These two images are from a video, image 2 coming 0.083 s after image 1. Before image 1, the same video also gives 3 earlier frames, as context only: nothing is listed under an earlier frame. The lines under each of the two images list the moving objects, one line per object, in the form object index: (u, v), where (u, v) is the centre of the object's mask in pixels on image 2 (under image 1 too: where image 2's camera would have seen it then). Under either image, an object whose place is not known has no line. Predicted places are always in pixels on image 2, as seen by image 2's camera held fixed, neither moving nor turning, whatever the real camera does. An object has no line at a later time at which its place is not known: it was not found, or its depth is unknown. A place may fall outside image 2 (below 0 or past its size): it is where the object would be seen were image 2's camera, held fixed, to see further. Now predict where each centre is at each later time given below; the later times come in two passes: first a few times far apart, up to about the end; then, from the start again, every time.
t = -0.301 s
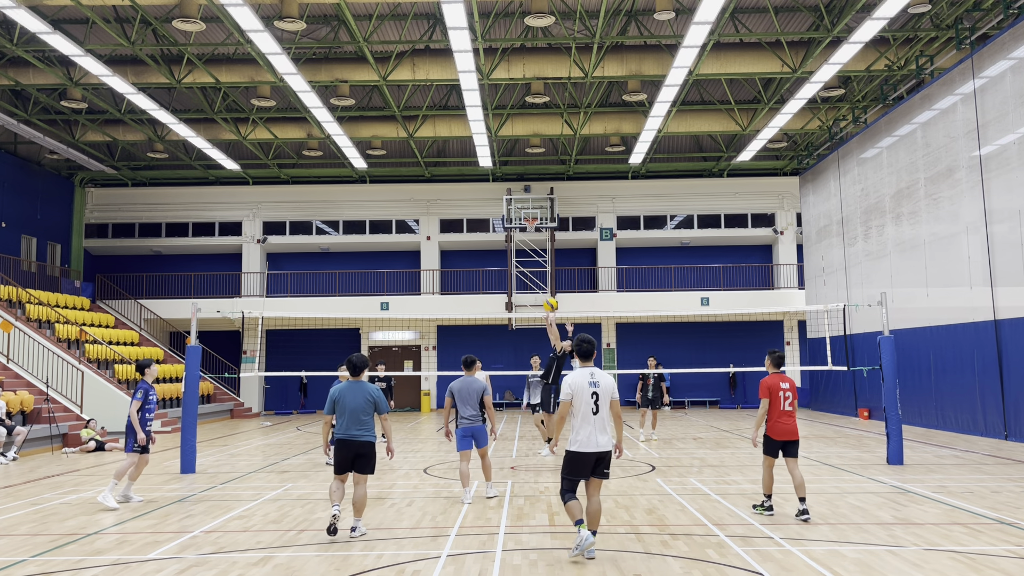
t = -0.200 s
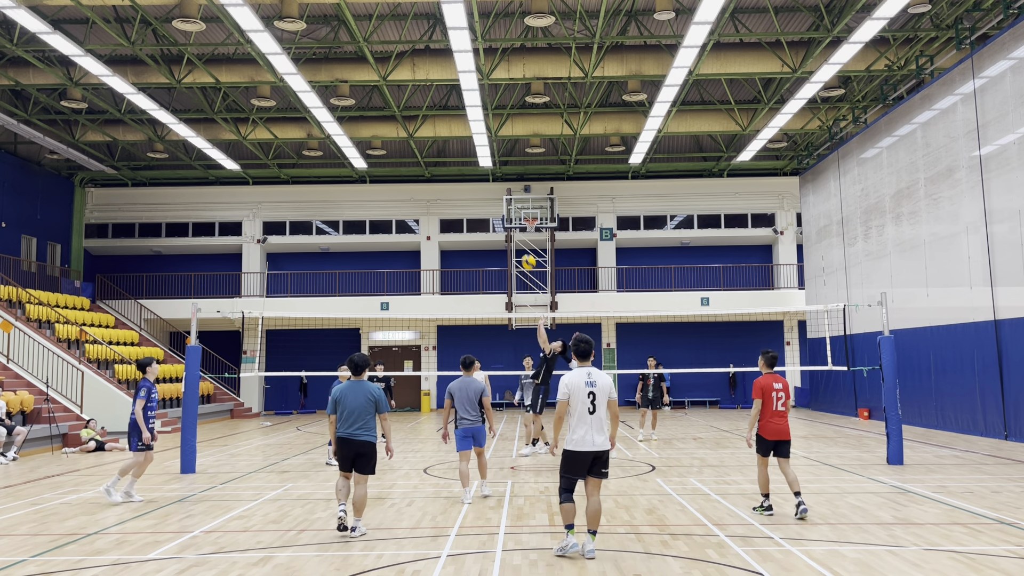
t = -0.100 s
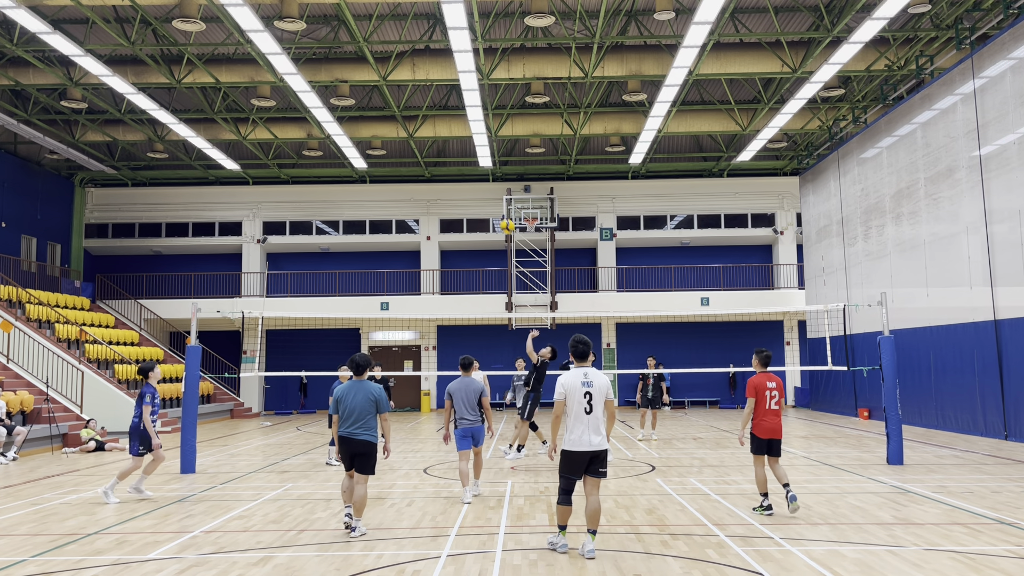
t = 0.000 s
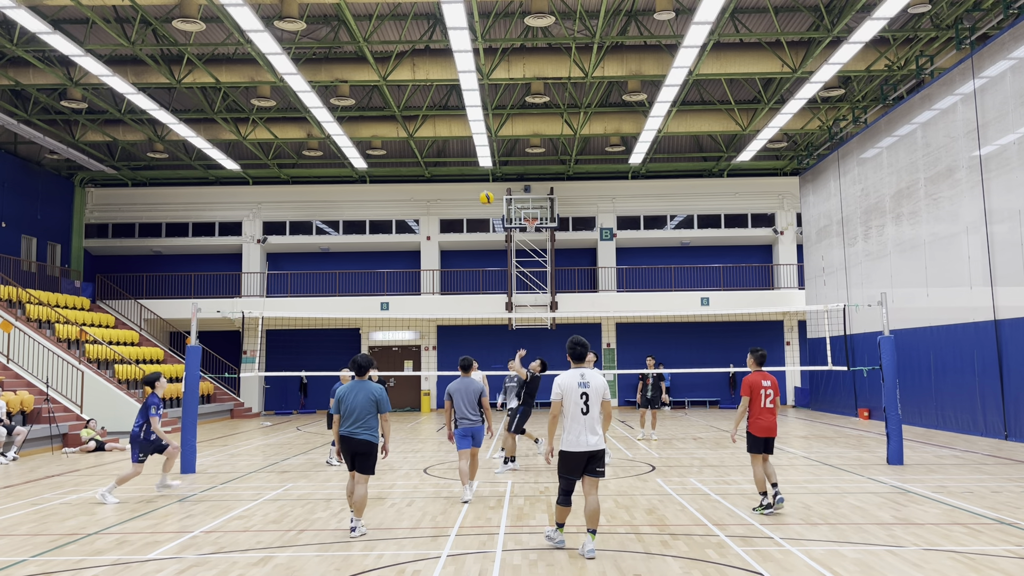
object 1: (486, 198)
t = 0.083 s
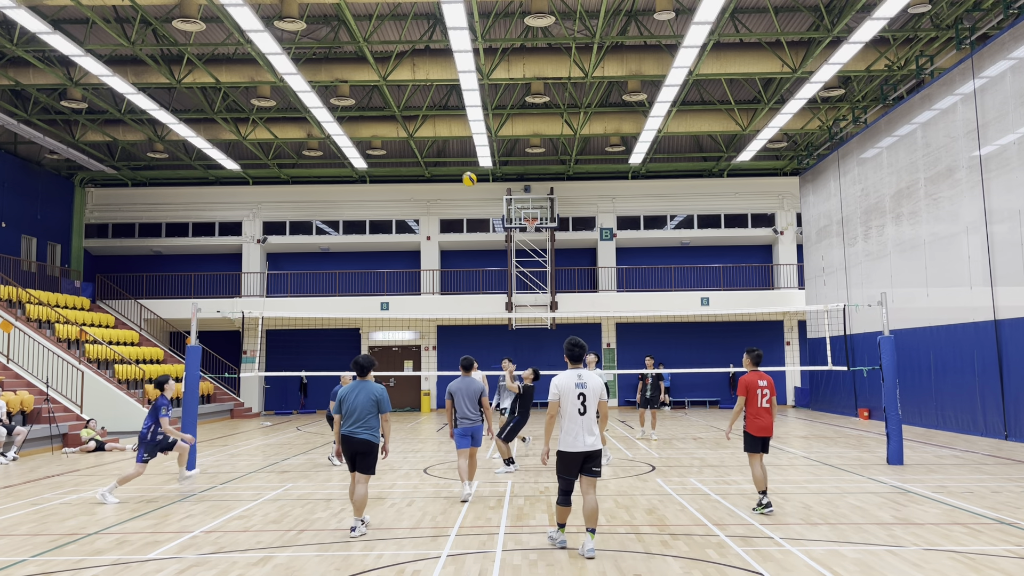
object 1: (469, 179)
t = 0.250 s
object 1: (436, 155)
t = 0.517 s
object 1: (384, 153)
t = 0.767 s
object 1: (338, 190)
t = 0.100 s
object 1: (466, 176)
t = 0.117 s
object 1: (462, 173)
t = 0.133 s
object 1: (459, 170)
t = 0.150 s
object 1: (456, 167)
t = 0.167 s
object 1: (453, 165)
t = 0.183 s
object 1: (449, 163)
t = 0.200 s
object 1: (446, 161)
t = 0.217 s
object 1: (442, 159)
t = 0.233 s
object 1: (439, 157)
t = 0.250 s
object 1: (436, 155)
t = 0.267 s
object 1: (433, 154)
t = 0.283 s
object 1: (429, 153)
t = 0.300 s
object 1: (426, 152)
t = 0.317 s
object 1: (423, 151)
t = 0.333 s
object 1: (420, 150)
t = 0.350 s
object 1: (417, 149)
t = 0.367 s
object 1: (413, 149)
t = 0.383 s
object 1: (410, 148)
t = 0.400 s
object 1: (407, 148)
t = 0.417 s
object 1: (404, 149)
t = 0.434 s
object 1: (400, 149)
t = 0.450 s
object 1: (397, 149)
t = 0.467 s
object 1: (394, 150)
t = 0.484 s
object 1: (391, 151)
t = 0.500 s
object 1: (388, 152)
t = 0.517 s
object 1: (384, 153)
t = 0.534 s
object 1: (381, 154)
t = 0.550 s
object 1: (378, 156)
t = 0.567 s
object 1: (375, 157)
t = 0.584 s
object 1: (372, 159)
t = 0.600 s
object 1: (369, 161)
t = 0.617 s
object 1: (366, 163)
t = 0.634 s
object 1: (363, 166)
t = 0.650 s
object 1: (359, 169)
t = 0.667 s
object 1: (356, 171)
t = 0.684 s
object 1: (353, 174)
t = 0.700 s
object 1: (350, 177)
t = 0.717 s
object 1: (347, 180)
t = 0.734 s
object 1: (344, 183)
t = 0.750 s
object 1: (341, 186)
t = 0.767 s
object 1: (338, 190)
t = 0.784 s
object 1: (335, 194)
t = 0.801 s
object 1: (332, 198)
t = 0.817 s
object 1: (329, 202)
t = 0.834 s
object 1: (326, 207)
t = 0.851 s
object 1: (323, 211)
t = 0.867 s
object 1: (320, 216)
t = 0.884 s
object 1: (317, 221)
